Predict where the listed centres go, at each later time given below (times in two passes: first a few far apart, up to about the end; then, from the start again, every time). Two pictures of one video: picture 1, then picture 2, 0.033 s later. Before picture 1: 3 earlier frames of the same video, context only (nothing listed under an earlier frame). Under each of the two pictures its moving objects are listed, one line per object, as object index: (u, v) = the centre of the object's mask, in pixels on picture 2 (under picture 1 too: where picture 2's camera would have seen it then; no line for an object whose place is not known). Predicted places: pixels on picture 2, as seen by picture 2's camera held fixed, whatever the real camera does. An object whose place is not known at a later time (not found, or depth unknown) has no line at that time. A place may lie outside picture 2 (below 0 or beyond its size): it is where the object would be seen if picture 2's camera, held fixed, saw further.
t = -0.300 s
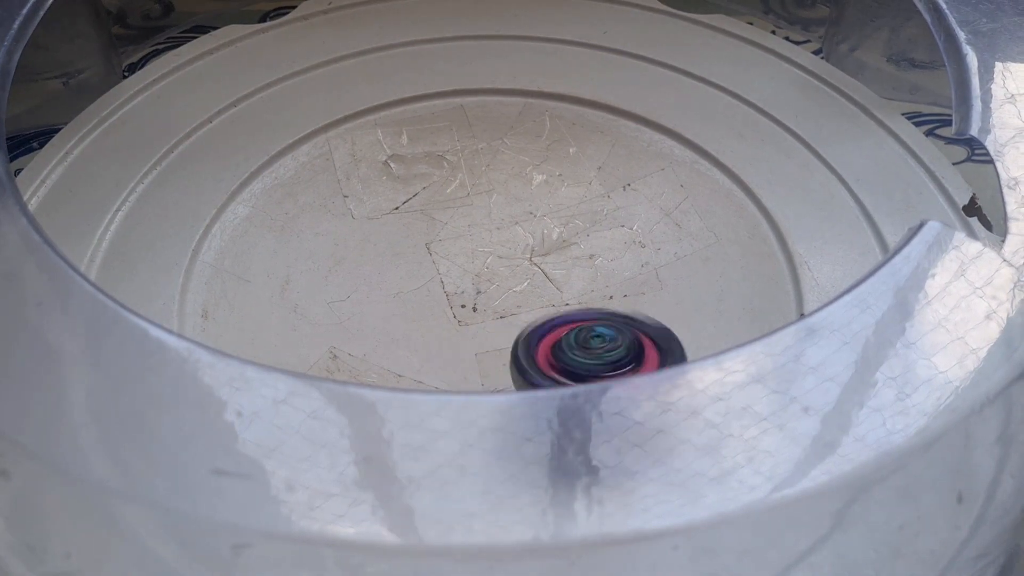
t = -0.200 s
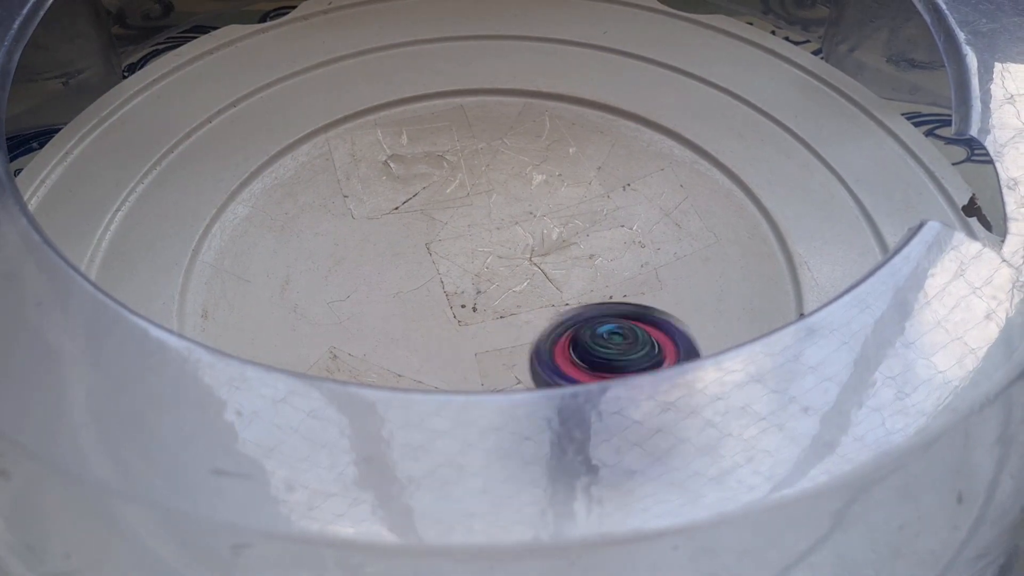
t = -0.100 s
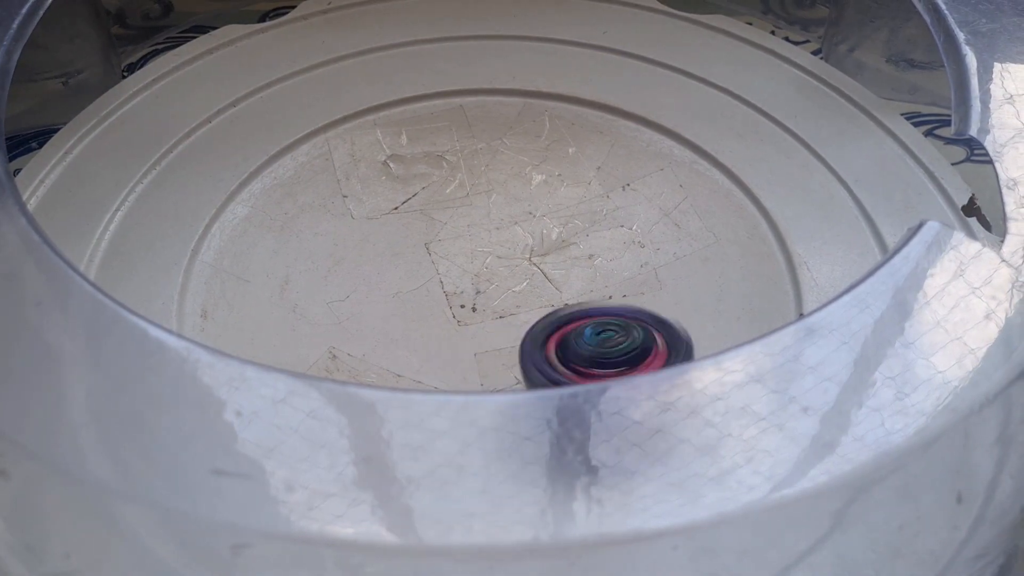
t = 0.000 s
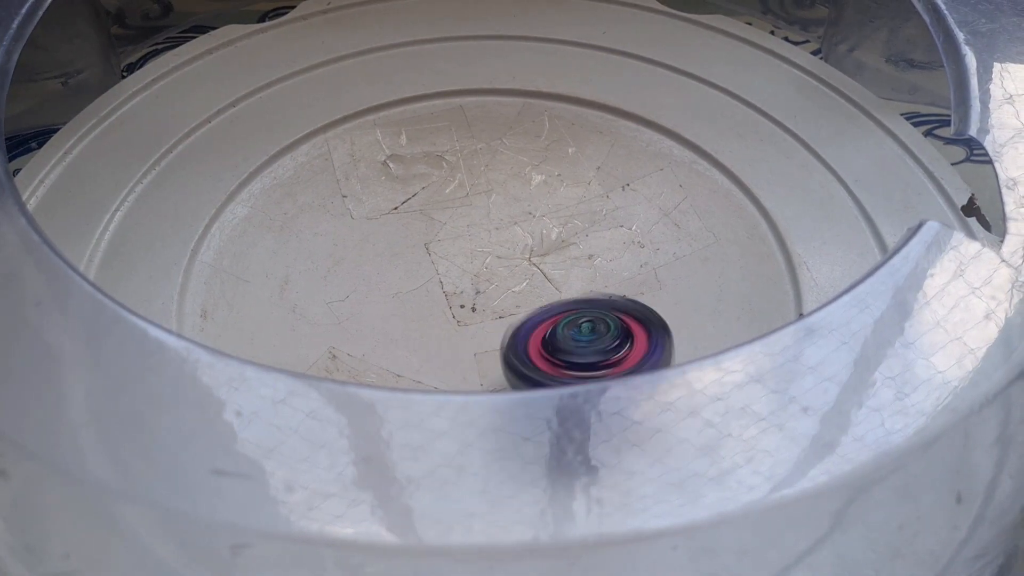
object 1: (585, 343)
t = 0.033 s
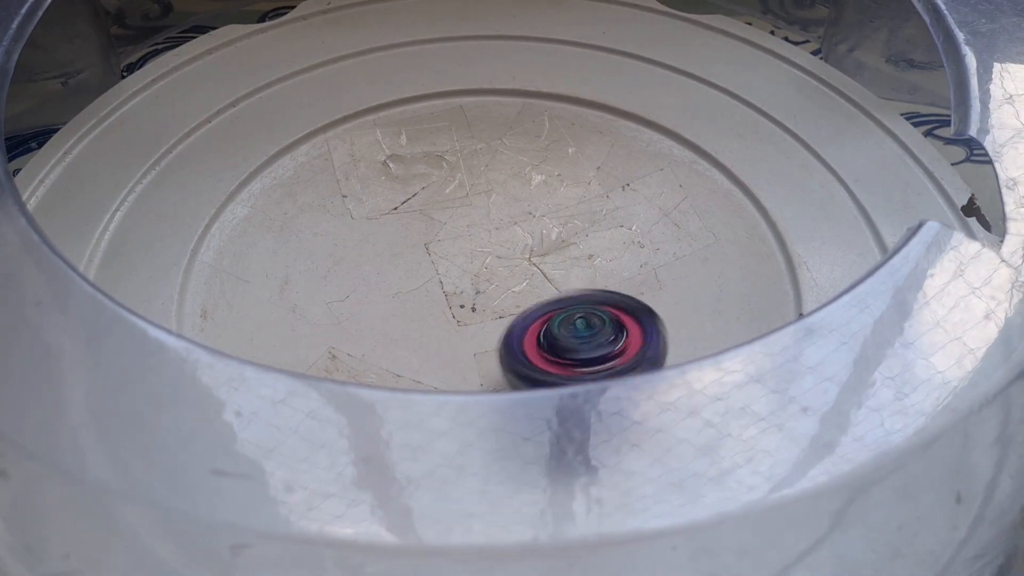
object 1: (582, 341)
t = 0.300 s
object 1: (572, 301)
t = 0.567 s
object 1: (597, 277)
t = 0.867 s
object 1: (592, 271)
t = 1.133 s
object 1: (579, 255)
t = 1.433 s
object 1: (577, 242)
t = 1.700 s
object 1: (532, 252)
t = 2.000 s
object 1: (466, 201)
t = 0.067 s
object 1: (579, 338)
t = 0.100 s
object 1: (575, 335)
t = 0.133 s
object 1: (573, 331)
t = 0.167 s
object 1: (570, 327)
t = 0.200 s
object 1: (570, 321)
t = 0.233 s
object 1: (570, 314)
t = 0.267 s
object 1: (571, 307)
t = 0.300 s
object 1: (572, 301)
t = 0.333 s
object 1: (575, 296)
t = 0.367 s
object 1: (578, 291)
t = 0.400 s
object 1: (581, 286)
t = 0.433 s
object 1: (585, 282)
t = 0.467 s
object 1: (588, 279)
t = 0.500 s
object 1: (591, 278)
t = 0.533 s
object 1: (593, 277)
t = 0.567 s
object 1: (597, 277)
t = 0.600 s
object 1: (599, 278)
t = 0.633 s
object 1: (600, 278)
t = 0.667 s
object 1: (600, 278)
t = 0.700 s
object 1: (600, 277)
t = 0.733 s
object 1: (599, 276)
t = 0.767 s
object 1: (598, 275)
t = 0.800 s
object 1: (596, 274)
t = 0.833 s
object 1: (594, 273)
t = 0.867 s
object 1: (592, 271)
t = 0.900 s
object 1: (589, 269)
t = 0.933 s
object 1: (586, 267)
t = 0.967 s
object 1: (583, 265)
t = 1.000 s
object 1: (579, 264)
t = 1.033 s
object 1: (578, 262)
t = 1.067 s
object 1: (578, 260)
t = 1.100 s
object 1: (578, 257)
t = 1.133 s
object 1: (579, 255)
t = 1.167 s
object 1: (580, 252)
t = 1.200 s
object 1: (580, 250)
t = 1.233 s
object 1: (581, 248)
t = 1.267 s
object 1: (581, 245)
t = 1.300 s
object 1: (582, 244)
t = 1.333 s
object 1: (581, 243)
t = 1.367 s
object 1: (580, 242)
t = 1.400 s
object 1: (578, 242)
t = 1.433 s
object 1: (577, 242)
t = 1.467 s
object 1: (575, 242)
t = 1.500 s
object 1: (573, 242)
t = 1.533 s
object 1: (571, 242)
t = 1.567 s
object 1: (568, 242)
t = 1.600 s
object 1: (562, 244)
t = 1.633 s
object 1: (553, 248)
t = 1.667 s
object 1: (542, 250)
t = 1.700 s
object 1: (532, 252)
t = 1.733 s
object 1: (521, 251)
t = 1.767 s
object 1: (511, 248)
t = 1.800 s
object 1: (502, 242)
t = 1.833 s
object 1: (493, 235)
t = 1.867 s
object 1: (486, 227)
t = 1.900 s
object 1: (478, 219)
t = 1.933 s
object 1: (470, 211)
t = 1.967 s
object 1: (467, 204)
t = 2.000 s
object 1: (466, 201)
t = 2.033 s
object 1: (467, 199)
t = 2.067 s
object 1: (469, 199)
